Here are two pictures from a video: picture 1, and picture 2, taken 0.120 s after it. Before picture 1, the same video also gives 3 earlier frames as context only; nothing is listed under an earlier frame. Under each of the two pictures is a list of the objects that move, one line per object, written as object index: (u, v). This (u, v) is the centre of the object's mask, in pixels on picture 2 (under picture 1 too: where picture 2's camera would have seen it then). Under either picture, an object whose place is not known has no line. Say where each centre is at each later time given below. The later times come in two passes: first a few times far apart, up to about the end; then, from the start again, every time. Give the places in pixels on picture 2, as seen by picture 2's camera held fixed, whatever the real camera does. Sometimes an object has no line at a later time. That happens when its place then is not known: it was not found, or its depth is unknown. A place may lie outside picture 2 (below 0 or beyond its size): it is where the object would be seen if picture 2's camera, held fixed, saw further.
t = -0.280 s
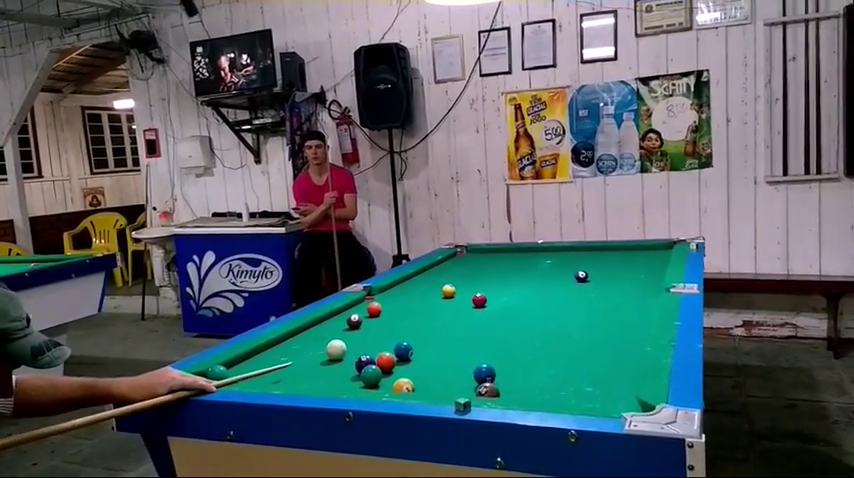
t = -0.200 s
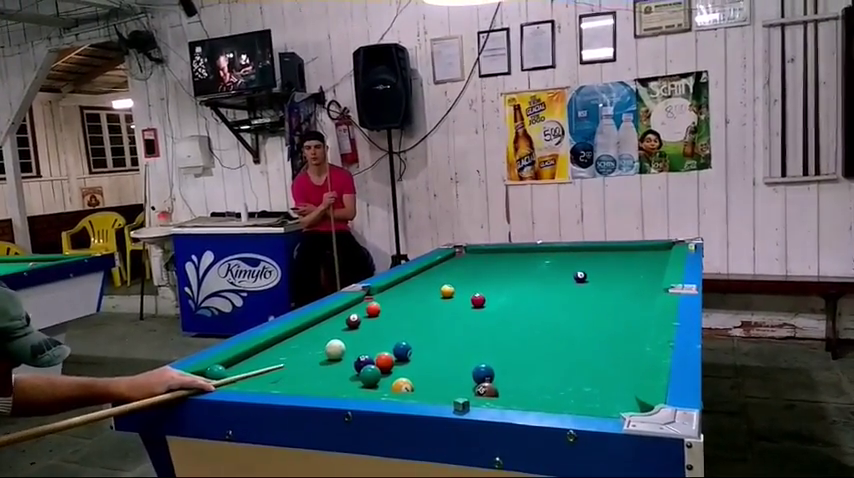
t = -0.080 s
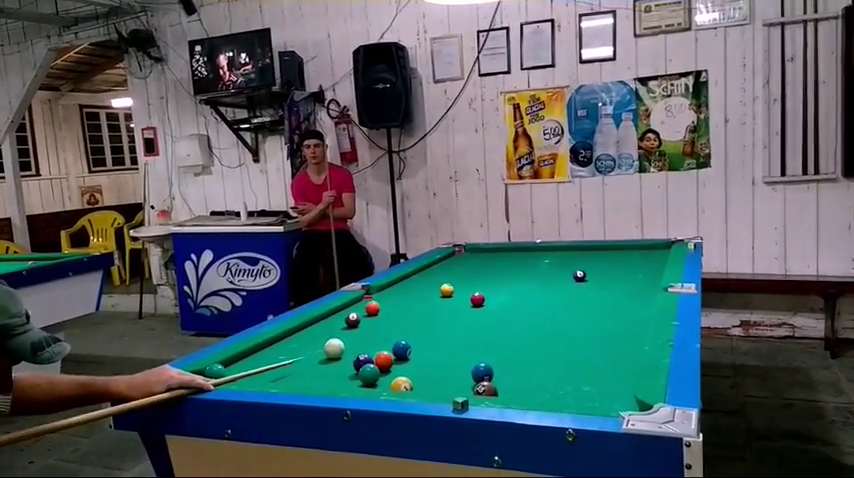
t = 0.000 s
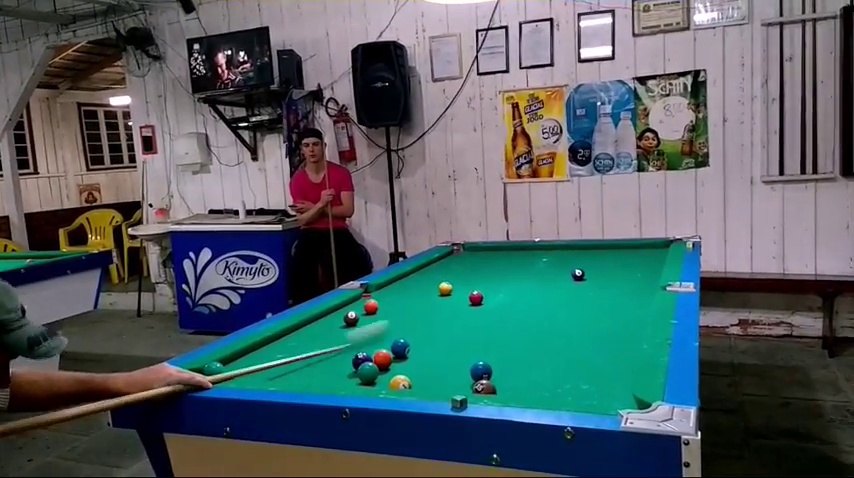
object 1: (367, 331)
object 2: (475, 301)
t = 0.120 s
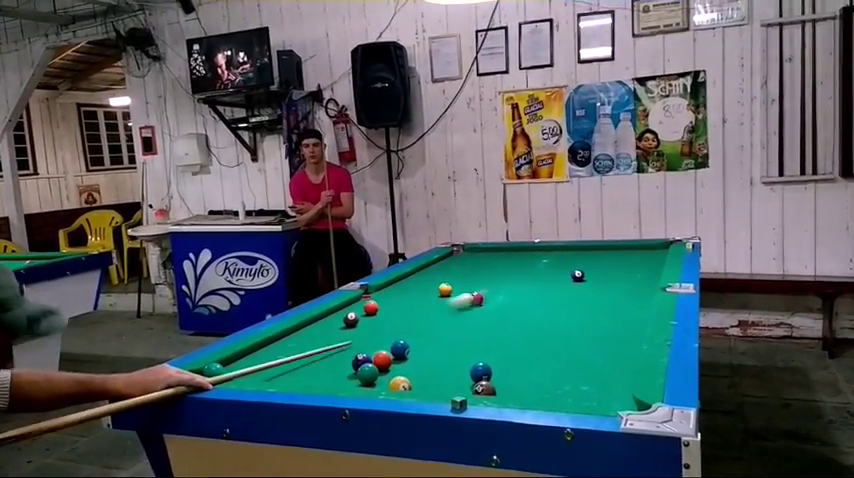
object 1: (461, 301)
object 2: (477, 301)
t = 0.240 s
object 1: (467, 297)
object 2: (546, 278)
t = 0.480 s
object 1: (469, 292)
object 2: (637, 250)
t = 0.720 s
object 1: (471, 288)
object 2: (646, 259)
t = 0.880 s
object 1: (472, 286)
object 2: (621, 270)
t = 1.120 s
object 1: (473, 283)
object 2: (578, 287)
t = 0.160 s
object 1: (466, 299)
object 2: (502, 294)
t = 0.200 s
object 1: (467, 298)
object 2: (524, 284)
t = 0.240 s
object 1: (467, 297)
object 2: (546, 278)
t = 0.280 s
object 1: (467, 296)
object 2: (564, 271)
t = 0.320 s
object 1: (468, 296)
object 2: (583, 265)
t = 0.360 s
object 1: (468, 295)
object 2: (597, 262)
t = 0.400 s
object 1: (469, 294)
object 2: (611, 258)
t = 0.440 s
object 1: (469, 293)
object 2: (623, 255)
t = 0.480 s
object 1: (469, 292)
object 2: (637, 250)
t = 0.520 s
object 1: (470, 292)
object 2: (648, 248)
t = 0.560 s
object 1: (470, 291)
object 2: (654, 249)
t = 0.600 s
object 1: (470, 290)
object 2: (660, 252)
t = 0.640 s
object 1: (471, 290)
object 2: (659, 255)
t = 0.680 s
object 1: (471, 289)
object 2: (652, 257)
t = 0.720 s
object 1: (471, 288)
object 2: (646, 259)
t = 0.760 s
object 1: (472, 288)
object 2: (640, 262)
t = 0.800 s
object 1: (472, 287)
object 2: (634, 264)
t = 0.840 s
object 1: (472, 287)
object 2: (628, 267)
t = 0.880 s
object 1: (472, 286)
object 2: (621, 270)
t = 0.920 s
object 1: (472, 285)
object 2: (614, 272)
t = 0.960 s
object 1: (473, 285)
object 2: (608, 275)
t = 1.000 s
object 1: (473, 284)
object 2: (600, 278)
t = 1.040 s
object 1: (473, 284)
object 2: (594, 281)
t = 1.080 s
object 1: (473, 283)
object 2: (586, 284)
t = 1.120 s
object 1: (473, 283)
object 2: (578, 287)
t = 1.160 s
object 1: (473, 282)
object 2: (569, 291)
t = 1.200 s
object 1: (474, 282)
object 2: (561, 295)
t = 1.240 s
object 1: (474, 282)
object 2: (552, 298)
